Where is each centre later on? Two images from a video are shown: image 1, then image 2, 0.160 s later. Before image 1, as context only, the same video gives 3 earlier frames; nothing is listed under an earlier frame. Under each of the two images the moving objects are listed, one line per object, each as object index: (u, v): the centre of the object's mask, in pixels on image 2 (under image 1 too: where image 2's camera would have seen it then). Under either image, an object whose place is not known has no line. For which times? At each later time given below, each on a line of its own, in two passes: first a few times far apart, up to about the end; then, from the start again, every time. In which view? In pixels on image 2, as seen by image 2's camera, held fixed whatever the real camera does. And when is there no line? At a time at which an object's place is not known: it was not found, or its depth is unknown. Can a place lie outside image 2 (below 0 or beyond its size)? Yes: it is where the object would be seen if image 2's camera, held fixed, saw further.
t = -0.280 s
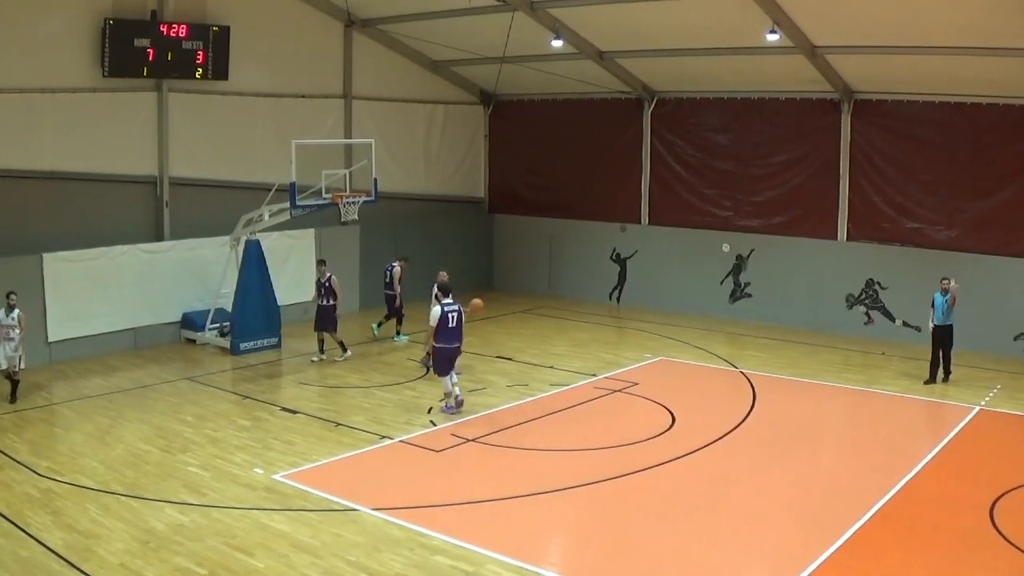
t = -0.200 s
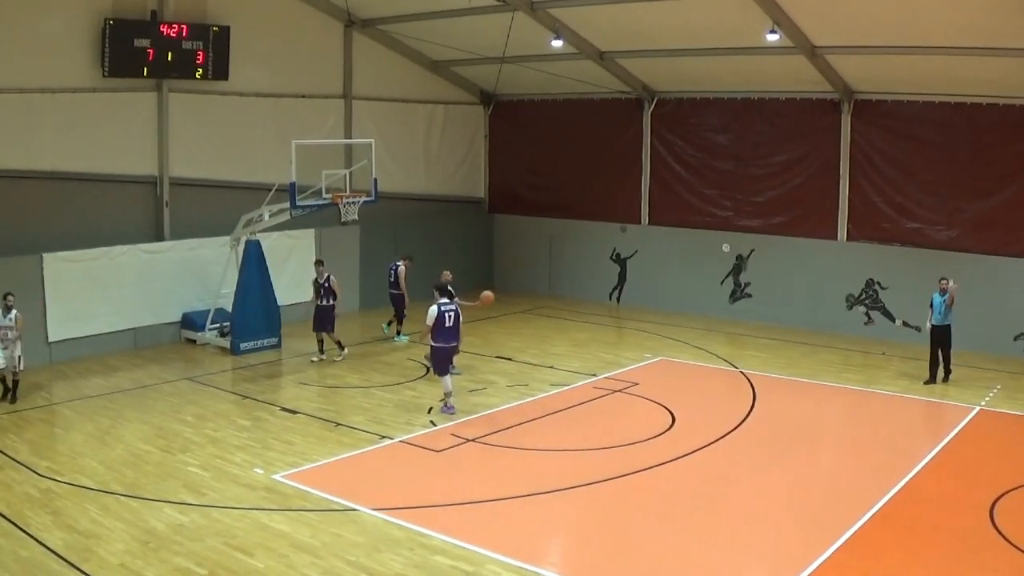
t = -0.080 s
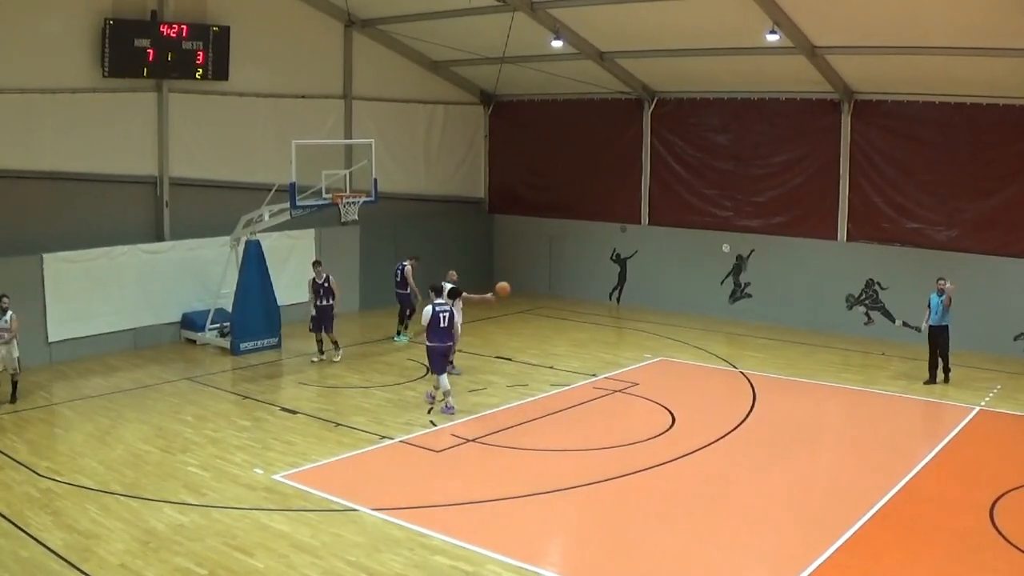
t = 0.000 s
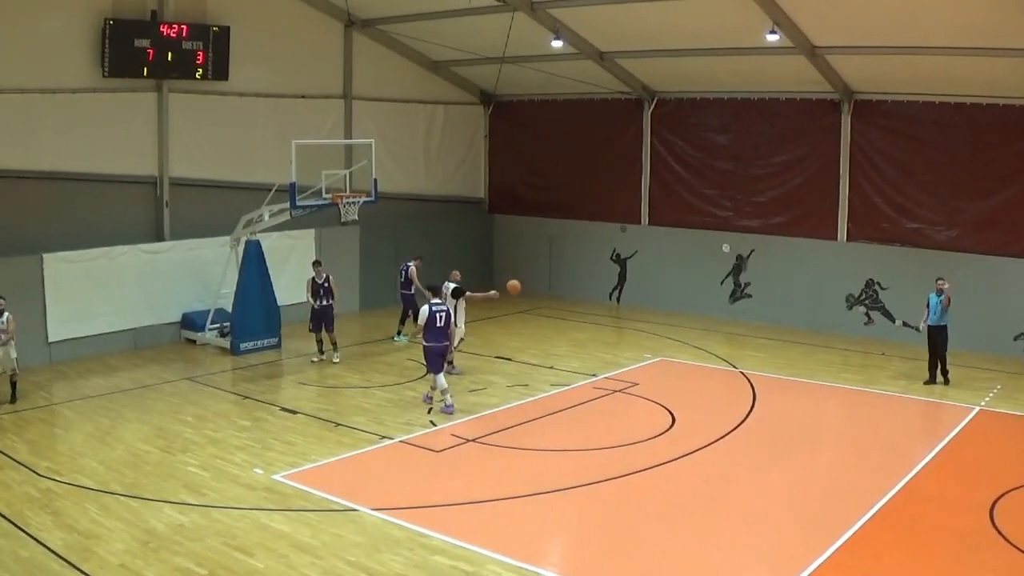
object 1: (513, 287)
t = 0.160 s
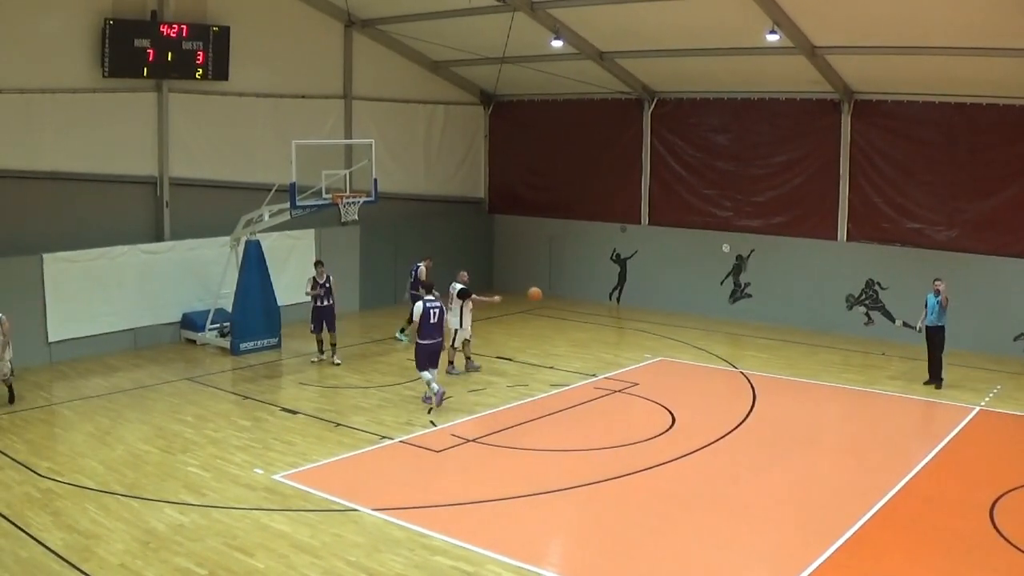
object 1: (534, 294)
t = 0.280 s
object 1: (550, 308)
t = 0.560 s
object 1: (584, 374)
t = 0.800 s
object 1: (605, 333)
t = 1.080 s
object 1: (628, 326)
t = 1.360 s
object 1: (650, 365)
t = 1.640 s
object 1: (674, 352)
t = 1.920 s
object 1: (698, 354)
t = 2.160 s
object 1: (717, 378)
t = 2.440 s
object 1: (740, 364)
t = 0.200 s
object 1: (540, 298)
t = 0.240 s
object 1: (544, 302)
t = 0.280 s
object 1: (550, 308)
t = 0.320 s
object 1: (555, 316)
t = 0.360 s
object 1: (560, 324)
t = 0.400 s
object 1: (565, 333)
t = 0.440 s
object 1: (569, 344)
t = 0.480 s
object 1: (574, 354)
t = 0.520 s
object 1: (579, 365)
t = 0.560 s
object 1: (584, 374)
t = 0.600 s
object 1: (587, 366)
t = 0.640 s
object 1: (591, 357)
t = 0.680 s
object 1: (594, 349)
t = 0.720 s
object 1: (598, 343)
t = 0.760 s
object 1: (601, 338)
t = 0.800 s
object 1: (605, 333)
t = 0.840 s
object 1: (608, 329)
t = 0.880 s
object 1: (612, 326)
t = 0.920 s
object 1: (615, 324)
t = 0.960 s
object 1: (618, 323)
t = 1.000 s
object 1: (621, 324)
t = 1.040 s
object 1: (625, 324)
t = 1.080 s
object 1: (628, 326)
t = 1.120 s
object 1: (631, 329)
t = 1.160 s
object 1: (635, 333)
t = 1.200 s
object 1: (638, 337)
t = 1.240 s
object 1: (640, 343)
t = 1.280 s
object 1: (644, 349)
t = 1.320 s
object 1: (646, 357)
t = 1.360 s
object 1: (650, 365)
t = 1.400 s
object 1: (653, 375)
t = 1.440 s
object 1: (656, 377)
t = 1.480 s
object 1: (660, 370)
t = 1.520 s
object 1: (663, 364)
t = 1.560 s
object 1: (667, 359)
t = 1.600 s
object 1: (670, 355)
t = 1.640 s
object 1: (674, 352)
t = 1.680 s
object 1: (678, 348)
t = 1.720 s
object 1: (681, 347)
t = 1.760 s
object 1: (684, 347)
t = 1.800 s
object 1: (687, 347)
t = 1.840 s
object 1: (691, 349)
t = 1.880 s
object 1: (695, 351)
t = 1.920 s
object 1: (698, 354)
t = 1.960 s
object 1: (701, 358)
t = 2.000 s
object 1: (704, 364)
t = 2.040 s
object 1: (708, 370)
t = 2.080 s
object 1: (710, 377)
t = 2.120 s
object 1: (713, 384)
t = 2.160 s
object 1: (717, 378)
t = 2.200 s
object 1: (721, 373)
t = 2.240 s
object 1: (724, 370)
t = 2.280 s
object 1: (727, 367)
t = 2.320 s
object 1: (731, 365)
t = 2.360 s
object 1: (734, 364)
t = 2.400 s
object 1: (737, 364)
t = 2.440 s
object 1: (740, 364)
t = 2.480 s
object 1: (744, 366)
